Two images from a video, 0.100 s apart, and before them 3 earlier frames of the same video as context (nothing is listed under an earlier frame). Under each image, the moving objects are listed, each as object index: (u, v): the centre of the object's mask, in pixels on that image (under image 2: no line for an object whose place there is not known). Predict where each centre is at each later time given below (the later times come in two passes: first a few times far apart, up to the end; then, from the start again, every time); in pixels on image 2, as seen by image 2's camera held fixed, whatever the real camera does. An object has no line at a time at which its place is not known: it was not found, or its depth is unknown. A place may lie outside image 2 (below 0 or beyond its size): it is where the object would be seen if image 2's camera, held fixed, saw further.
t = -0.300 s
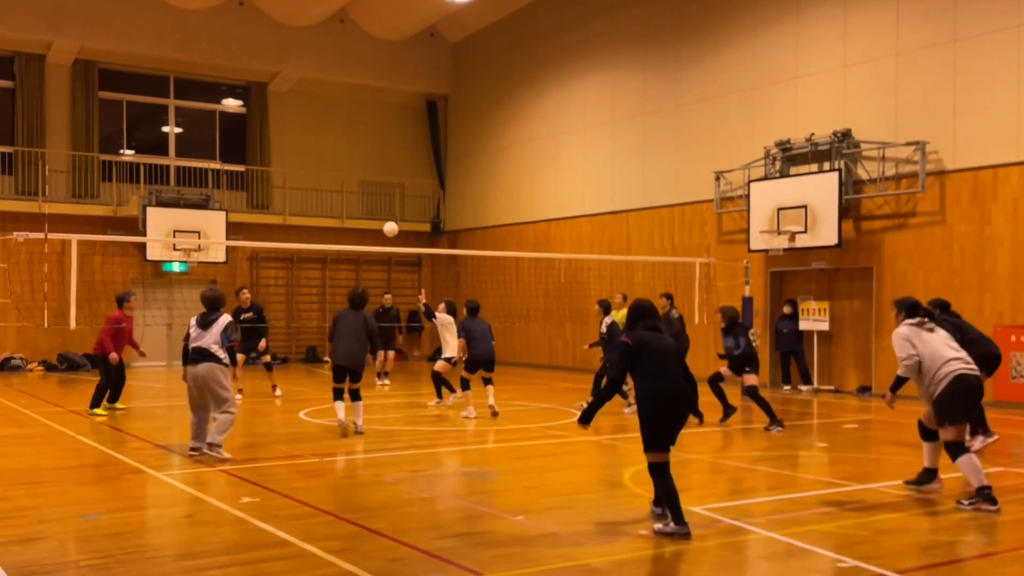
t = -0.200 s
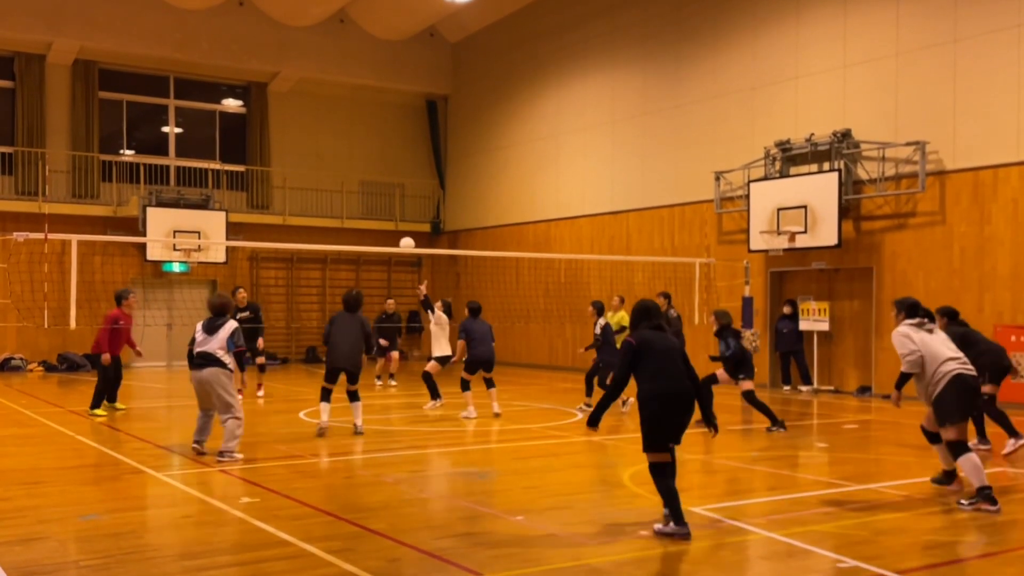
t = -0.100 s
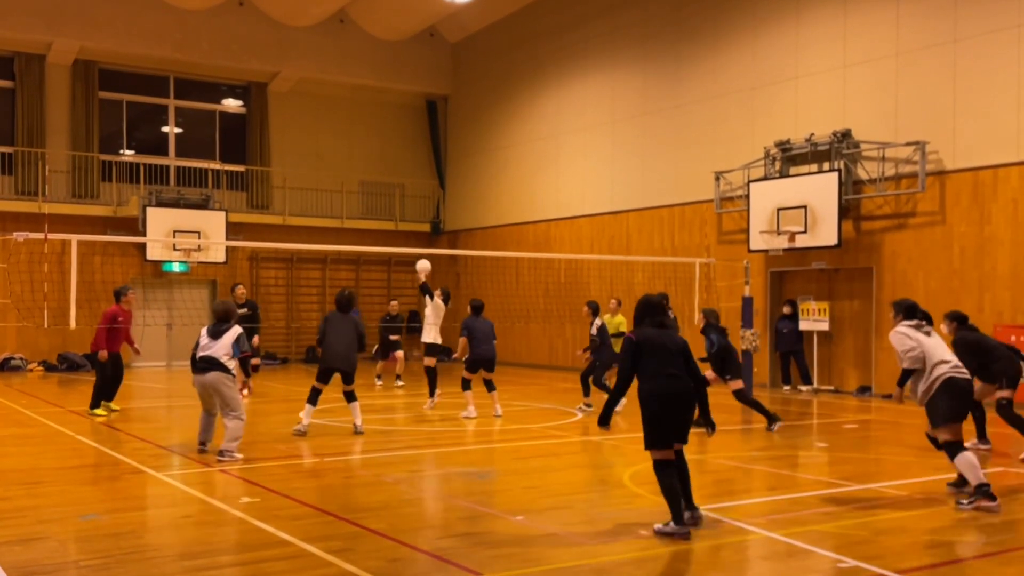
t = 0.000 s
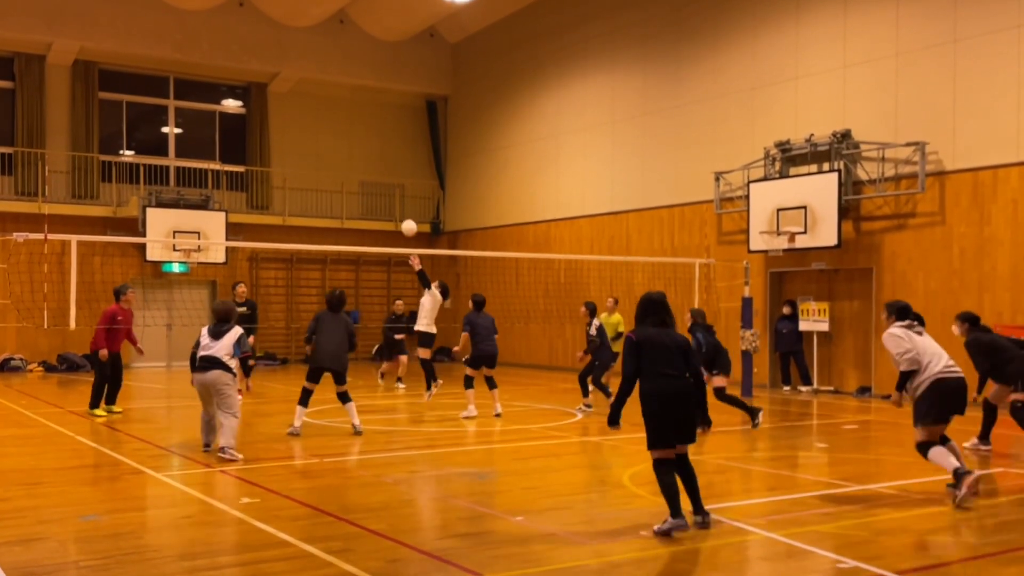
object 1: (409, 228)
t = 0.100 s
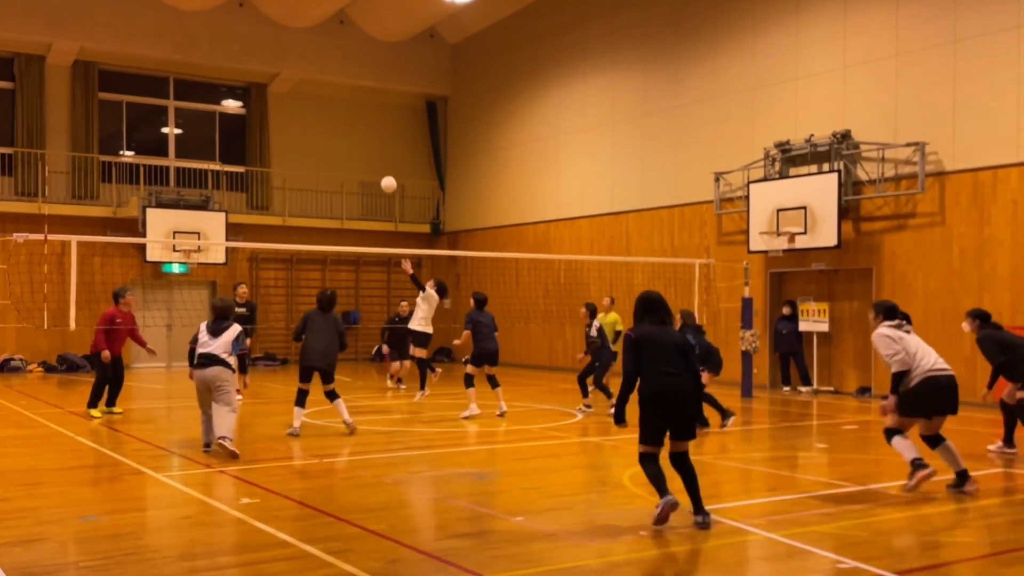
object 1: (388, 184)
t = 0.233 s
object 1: (360, 138)
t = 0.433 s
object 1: (318, 93)
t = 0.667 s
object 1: (268, 79)
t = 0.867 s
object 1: (224, 100)
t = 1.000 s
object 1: (195, 137)
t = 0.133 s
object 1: (381, 171)
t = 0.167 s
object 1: (374, 160)
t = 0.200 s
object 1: (367, 148)
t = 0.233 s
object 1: (360, 138)
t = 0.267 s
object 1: (353, 128)
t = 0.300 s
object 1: (346, 119)
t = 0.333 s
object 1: (339, 111)
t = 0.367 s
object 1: (332, 104)
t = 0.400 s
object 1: (325, 98)
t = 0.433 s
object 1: (318, 93)
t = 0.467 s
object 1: (311, 88)
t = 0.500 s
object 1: (304, 85)
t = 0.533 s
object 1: (297, 82)
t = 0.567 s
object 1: (290, 80)
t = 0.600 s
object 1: (282, 79)
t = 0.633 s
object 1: (276, 78)
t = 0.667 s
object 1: (268, 79)
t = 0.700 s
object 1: (261, 81)
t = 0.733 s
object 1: (254, 83)
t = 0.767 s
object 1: (246, 87)
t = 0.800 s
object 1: (239, 91)
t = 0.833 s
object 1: (232, 96)
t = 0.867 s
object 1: (224, 100)
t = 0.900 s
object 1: (217, 110)
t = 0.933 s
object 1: (210, 118)
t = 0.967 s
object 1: (203, 127)
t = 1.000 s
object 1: (195, 137)
